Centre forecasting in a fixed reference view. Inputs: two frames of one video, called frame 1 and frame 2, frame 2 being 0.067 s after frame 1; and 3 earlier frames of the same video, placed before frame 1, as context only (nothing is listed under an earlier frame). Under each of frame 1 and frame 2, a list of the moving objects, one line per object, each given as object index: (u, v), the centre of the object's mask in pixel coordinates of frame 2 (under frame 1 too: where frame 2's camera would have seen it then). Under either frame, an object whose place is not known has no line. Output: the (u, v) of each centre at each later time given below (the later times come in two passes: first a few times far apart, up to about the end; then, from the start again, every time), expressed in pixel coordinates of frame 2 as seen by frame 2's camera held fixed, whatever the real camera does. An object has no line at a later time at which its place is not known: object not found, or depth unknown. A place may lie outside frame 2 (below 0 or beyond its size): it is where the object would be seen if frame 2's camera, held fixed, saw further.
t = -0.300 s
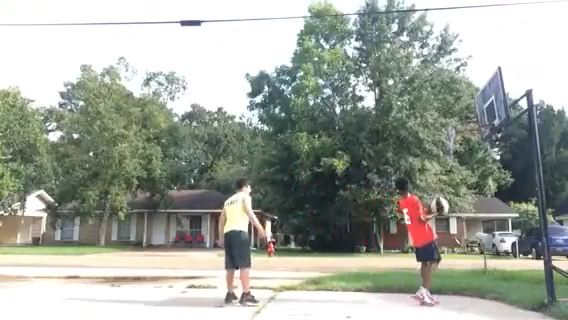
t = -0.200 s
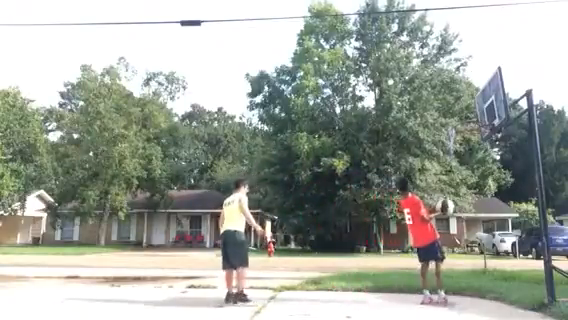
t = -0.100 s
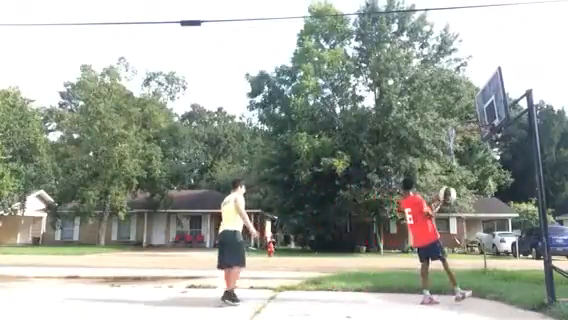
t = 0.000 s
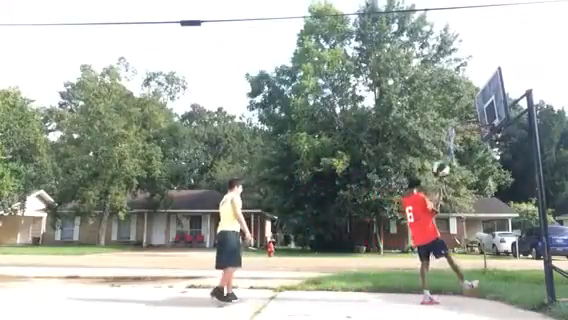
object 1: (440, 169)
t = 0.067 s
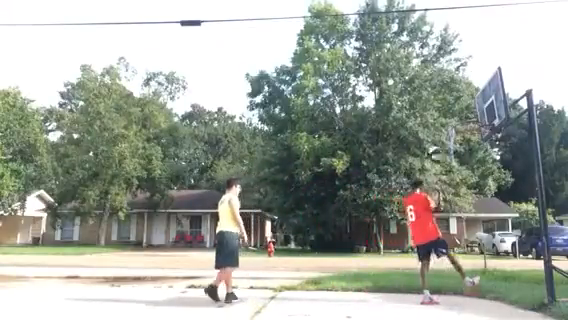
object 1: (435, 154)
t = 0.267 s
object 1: (419, 130)
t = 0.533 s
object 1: (399, 139)
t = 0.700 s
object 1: (388, 168)
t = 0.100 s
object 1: (431, 148)
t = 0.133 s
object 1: (428, 144)
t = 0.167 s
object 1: (425, 139)
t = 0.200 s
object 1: (423, 136)
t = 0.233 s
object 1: (419, 133)
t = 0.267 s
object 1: (419, 130)
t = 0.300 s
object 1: (415, 129)
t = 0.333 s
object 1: (413, 128)
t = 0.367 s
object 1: (410, 127)
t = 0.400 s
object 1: (409, 128)
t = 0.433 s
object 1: (407, 129)
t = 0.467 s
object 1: (404, 131)
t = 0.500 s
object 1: (401, 136)
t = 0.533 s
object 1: (399, 139)
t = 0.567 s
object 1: (397, 144)
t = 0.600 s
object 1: (394, 149)
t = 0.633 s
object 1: (392, 154)
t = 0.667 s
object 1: (390, 161)
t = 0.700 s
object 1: (388, 168)
